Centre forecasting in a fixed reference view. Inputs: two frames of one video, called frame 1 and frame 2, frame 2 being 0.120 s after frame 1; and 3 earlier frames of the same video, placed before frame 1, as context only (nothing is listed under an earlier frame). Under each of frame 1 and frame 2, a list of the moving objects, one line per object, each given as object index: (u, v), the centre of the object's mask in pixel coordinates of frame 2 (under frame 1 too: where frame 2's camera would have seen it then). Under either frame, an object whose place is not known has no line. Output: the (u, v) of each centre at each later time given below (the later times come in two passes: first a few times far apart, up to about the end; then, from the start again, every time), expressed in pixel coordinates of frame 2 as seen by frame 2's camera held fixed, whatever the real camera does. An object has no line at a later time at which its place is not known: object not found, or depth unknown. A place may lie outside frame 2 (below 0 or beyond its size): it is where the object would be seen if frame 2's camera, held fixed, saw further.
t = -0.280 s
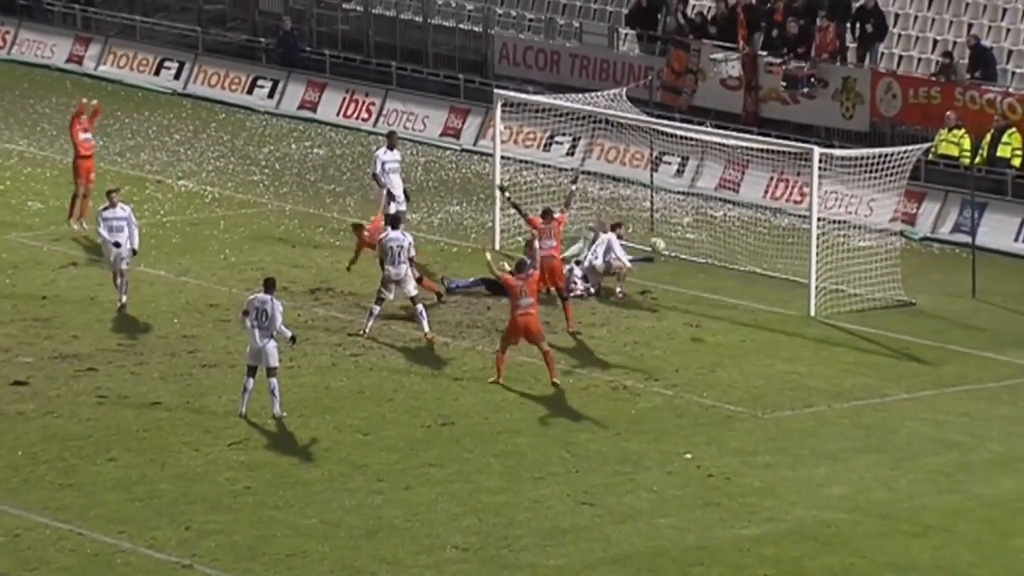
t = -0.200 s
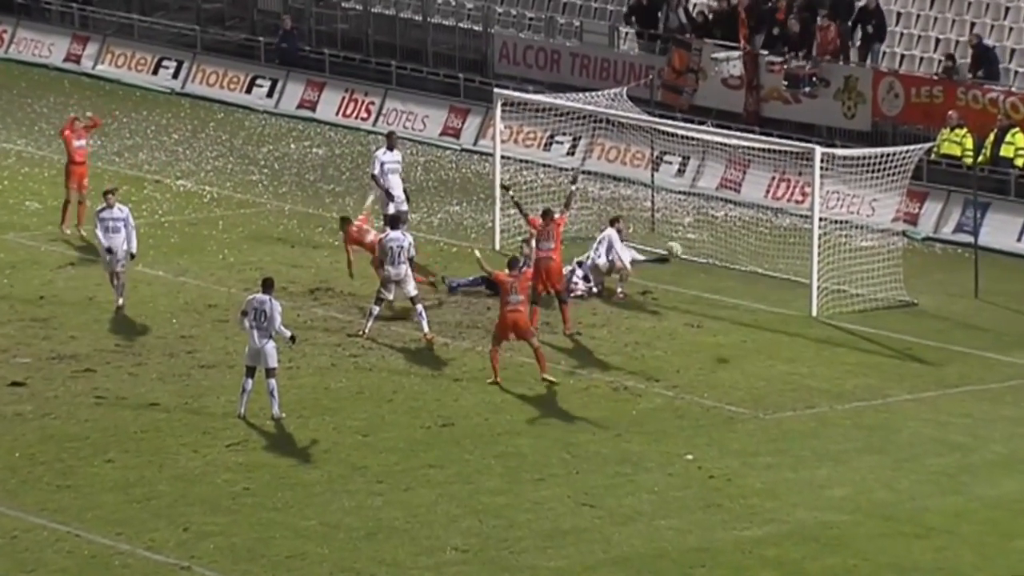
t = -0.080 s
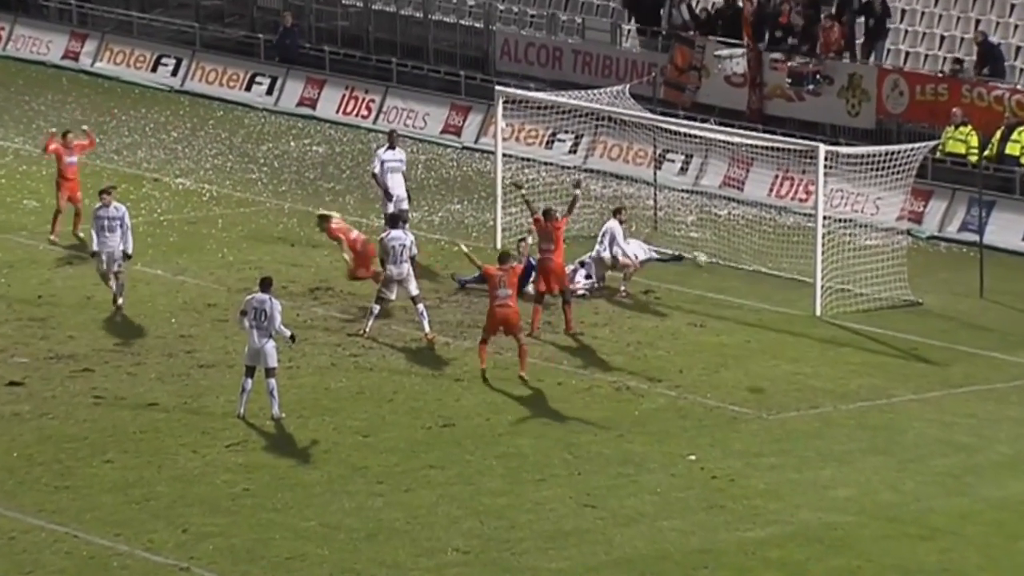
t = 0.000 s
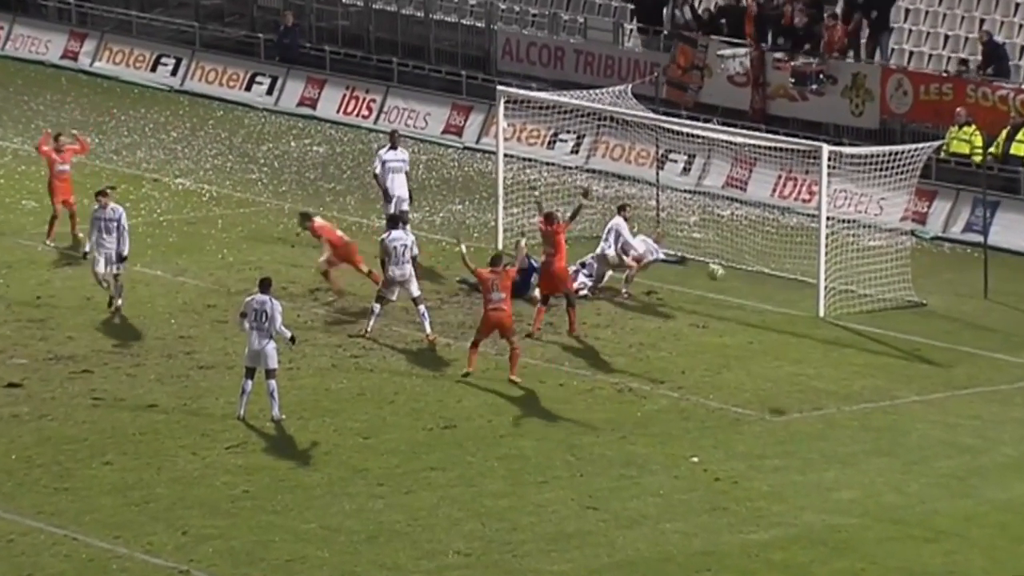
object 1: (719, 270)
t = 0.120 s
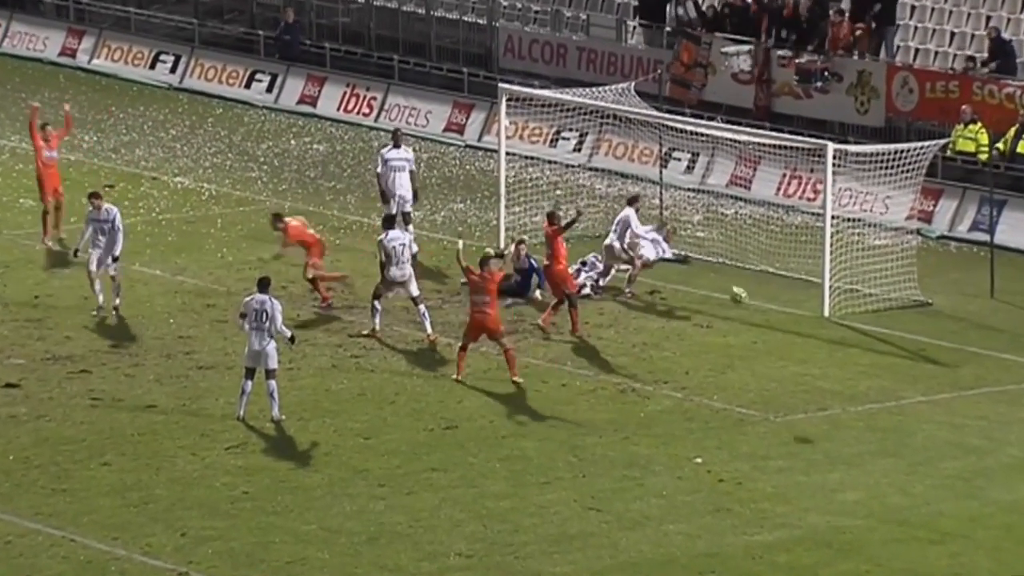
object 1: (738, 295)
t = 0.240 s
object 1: (756, 327)
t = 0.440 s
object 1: (781, 400)
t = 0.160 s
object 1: (745, 305)
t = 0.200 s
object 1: (750, 315)
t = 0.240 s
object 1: (756, 327)
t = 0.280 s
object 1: (761, 341)
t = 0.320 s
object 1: (767, 353)
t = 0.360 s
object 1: (772, 368)
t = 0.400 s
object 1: (777, 385)
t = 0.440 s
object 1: (781, 400)
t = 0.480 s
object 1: (786, 418)
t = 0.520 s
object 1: (790, 438)
